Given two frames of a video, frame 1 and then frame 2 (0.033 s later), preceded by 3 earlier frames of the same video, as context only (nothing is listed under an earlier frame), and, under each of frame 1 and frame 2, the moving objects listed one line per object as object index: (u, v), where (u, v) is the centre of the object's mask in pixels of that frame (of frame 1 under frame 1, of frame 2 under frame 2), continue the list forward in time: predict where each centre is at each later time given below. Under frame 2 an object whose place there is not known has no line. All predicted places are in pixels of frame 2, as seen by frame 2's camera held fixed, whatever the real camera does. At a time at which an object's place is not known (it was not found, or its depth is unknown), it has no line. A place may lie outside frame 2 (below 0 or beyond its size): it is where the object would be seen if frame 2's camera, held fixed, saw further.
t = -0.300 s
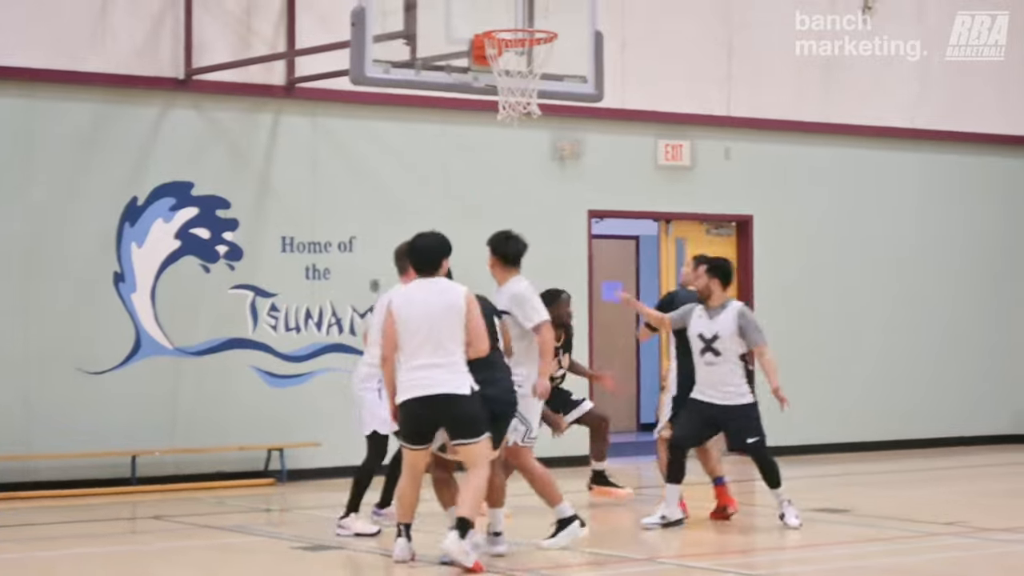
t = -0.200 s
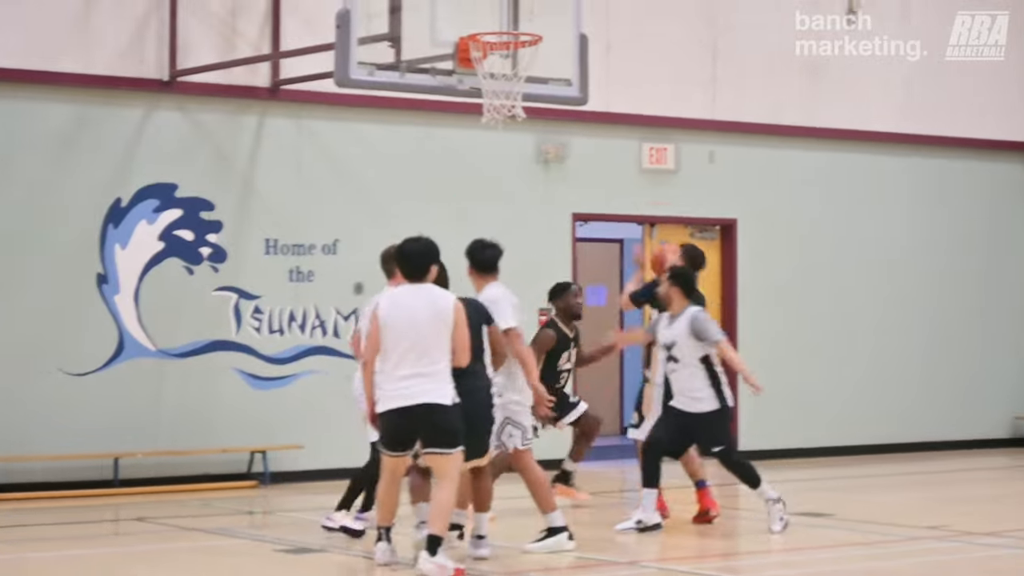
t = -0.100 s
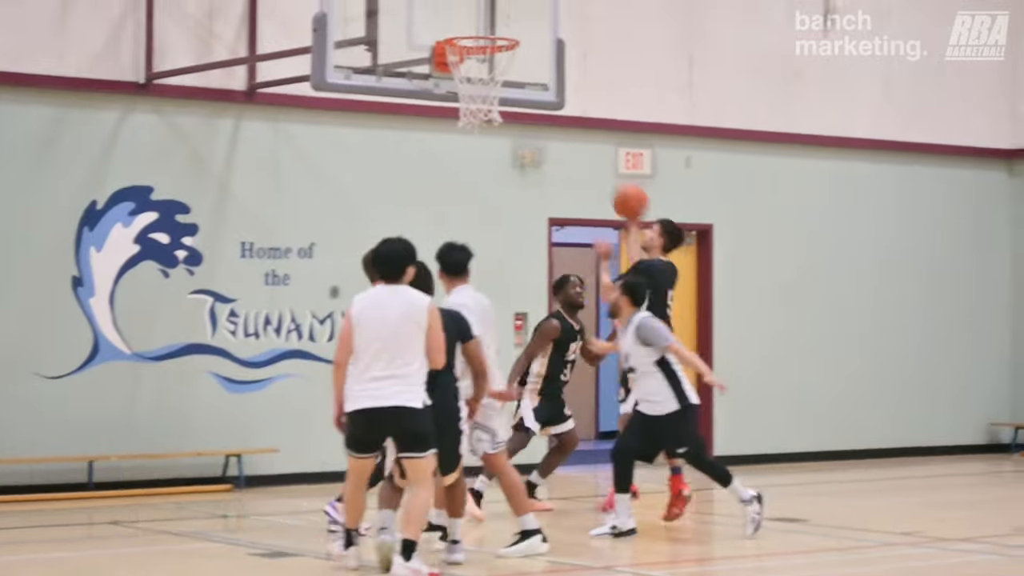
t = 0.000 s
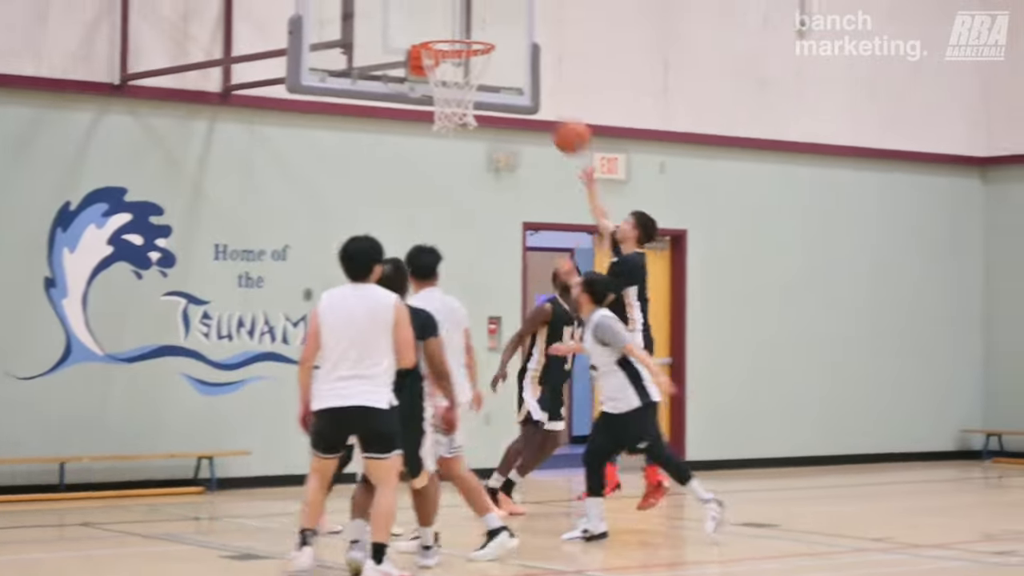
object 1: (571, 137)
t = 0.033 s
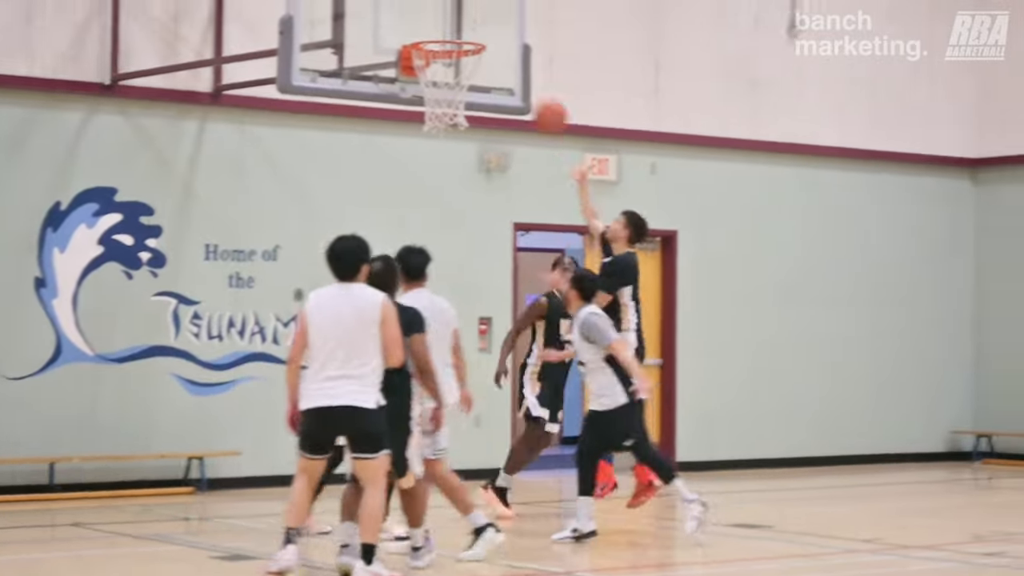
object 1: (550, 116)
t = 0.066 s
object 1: (537, 97)
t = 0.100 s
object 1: (526, 81)
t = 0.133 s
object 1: (515, 66)
